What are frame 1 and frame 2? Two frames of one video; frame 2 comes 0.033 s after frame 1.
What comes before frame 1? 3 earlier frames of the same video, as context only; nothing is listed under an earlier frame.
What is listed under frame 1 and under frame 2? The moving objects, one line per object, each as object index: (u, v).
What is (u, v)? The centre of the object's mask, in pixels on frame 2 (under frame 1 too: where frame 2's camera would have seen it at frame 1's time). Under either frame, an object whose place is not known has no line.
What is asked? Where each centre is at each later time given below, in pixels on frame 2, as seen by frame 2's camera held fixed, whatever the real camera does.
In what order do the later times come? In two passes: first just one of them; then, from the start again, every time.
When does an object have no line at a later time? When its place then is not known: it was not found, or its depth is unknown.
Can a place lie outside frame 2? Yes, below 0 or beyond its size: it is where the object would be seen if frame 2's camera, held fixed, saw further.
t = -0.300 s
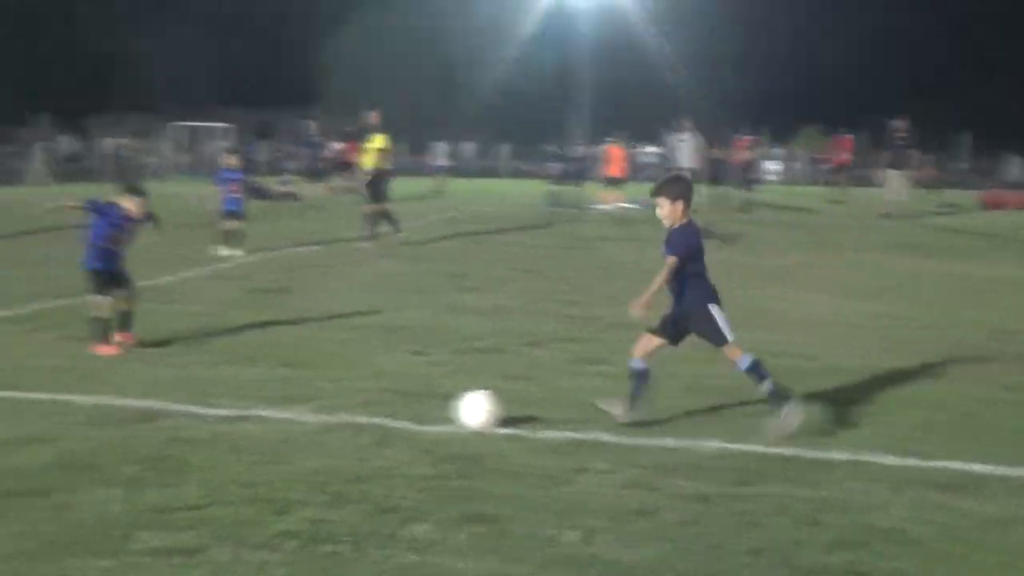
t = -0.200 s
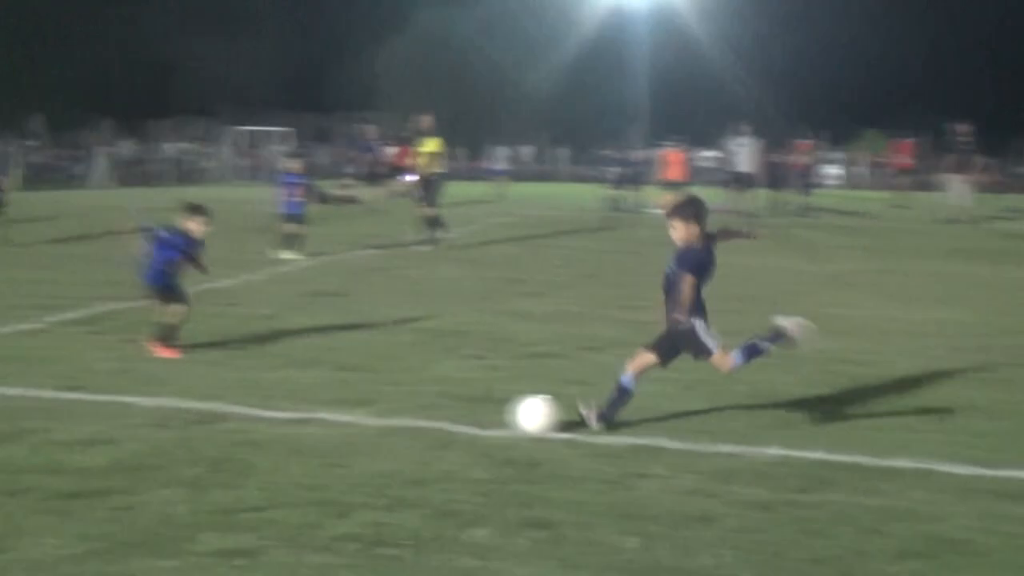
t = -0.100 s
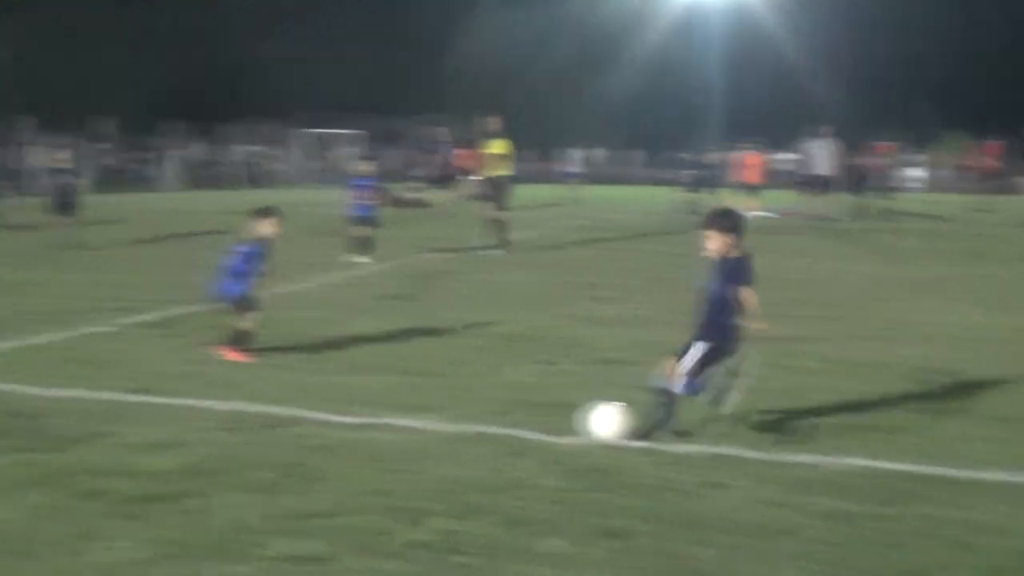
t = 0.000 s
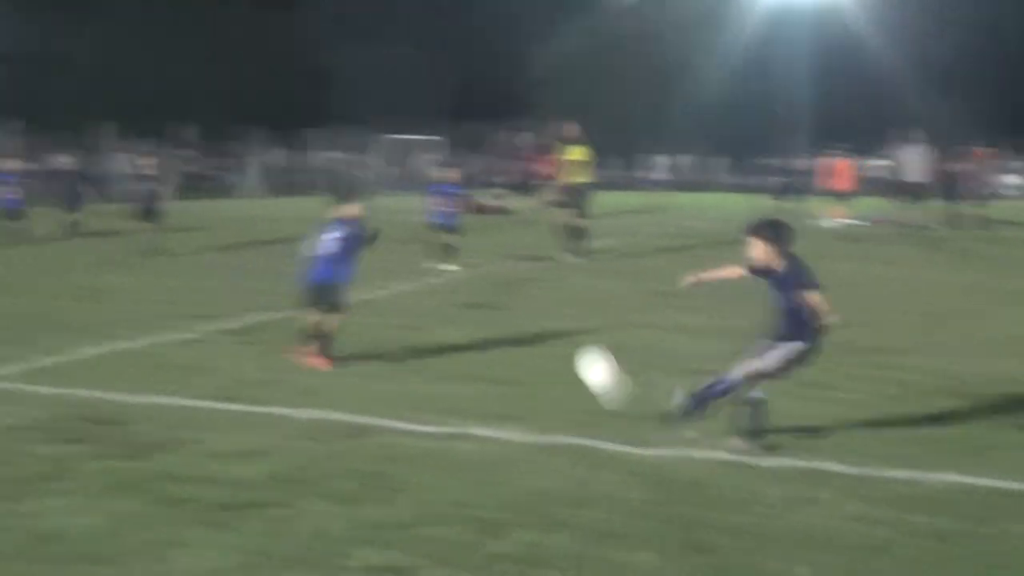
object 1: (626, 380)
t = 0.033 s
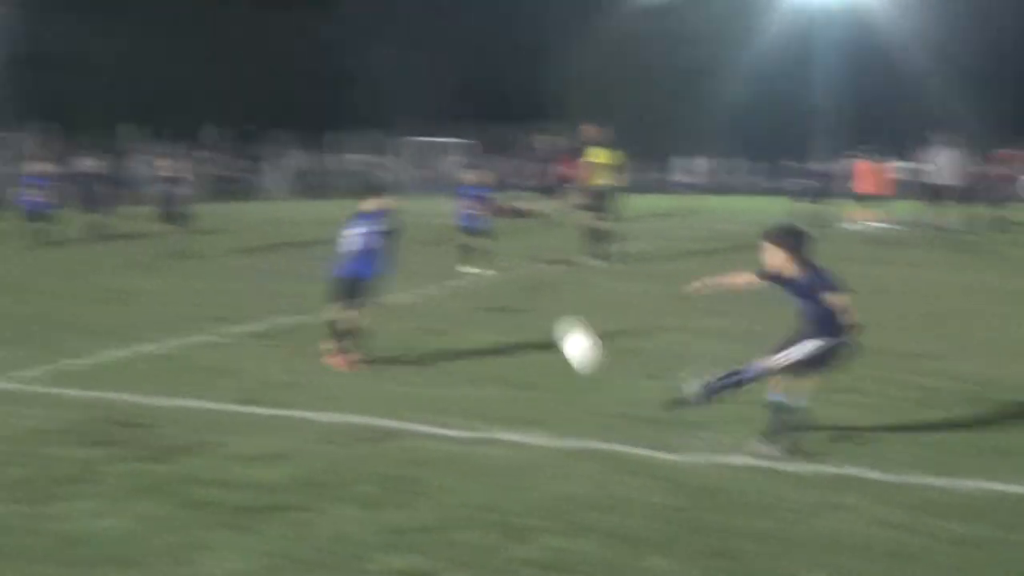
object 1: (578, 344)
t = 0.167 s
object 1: (422, 260)
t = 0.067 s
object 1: (531, 317)
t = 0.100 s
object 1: (488, 294)
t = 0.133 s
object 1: (457, 276)
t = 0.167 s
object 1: (422, 260)
